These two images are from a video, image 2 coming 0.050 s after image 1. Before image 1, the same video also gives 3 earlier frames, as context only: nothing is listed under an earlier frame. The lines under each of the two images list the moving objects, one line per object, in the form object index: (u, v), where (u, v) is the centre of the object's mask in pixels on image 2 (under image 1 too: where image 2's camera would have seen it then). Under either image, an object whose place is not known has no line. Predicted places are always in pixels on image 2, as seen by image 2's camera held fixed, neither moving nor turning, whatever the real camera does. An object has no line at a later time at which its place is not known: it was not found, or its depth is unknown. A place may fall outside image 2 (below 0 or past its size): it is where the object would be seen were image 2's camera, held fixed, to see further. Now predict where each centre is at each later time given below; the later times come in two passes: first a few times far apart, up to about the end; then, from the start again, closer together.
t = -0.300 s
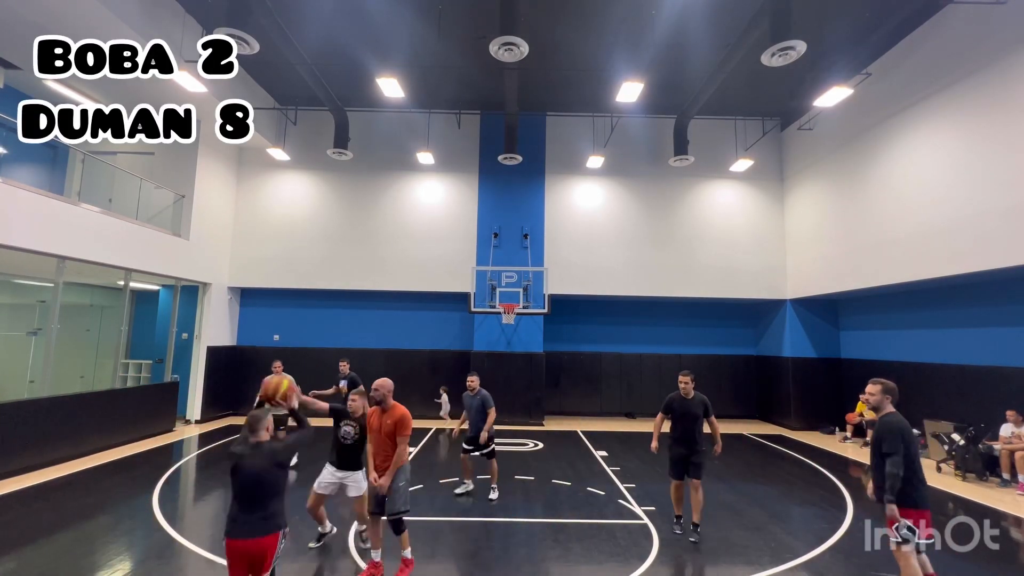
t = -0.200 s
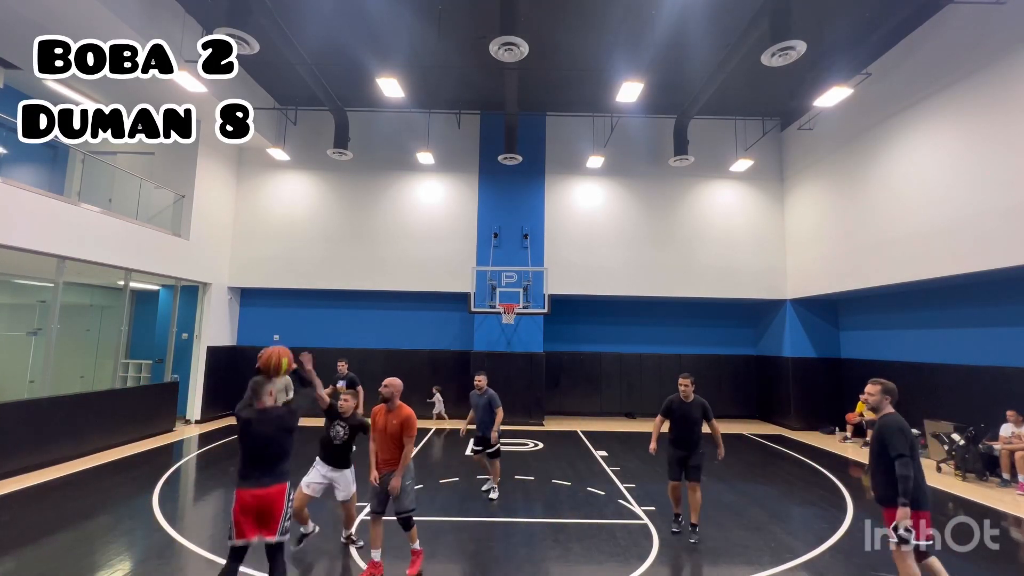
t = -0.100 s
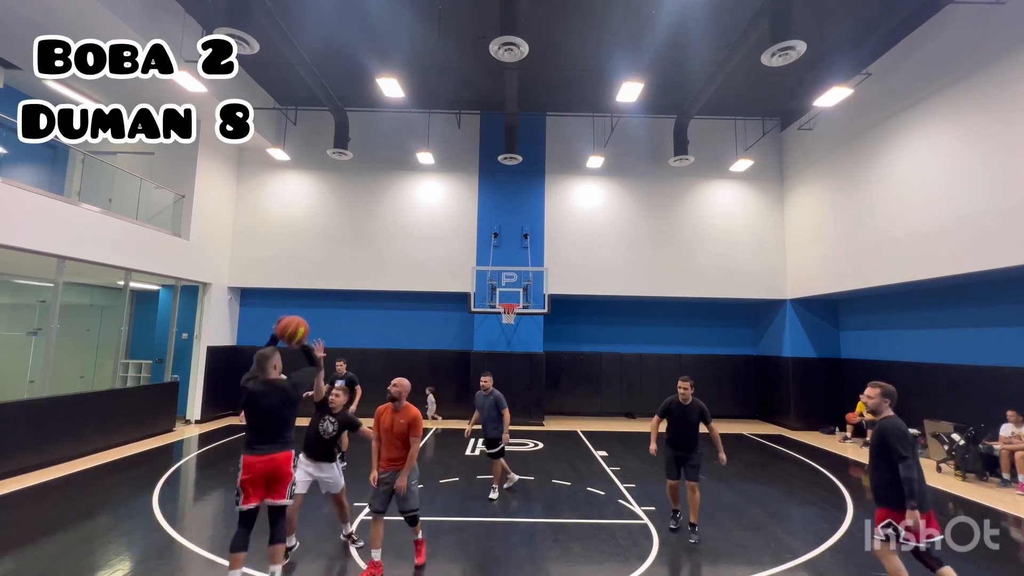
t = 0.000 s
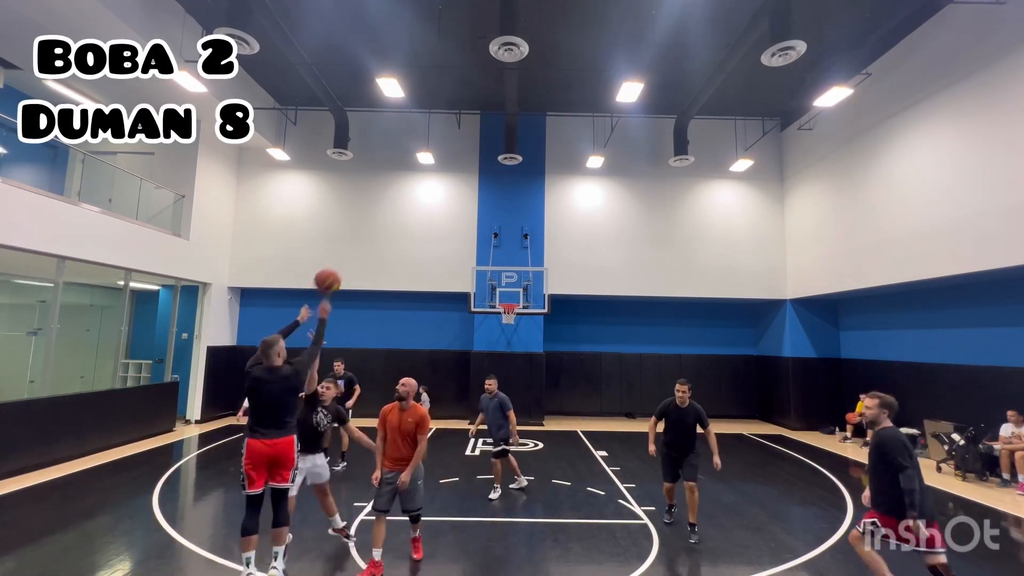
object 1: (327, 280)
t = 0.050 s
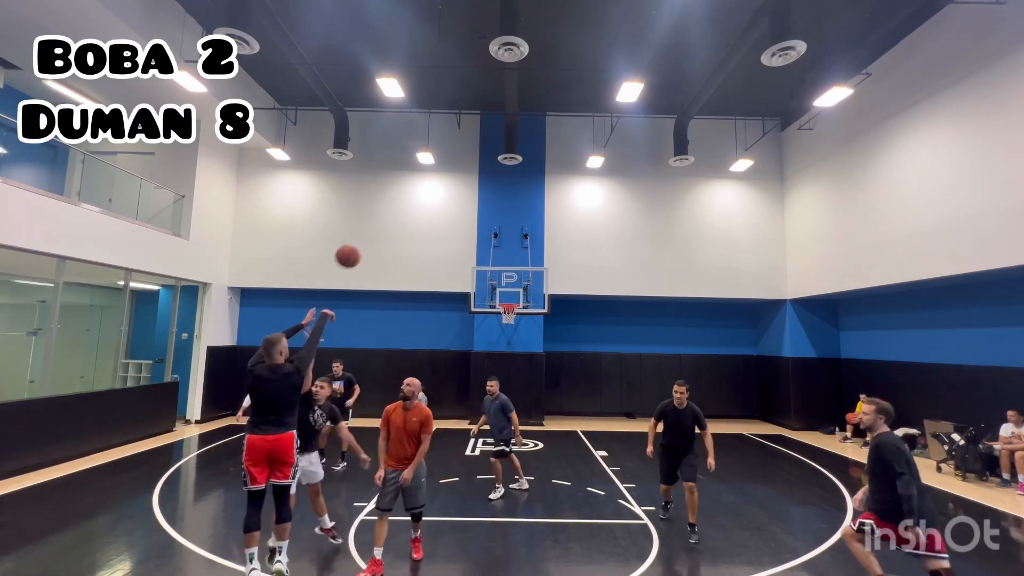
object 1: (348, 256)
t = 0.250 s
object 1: (406, 203)
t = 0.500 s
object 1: (450, 195)
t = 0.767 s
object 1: (479, 223)
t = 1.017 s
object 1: (498, 270)
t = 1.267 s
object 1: (510, 313)
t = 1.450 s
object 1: (513, 328)
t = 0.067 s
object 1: (354, 249)
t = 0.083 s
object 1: (359, 242)
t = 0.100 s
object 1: (366, 237)
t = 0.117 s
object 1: (370, 232)
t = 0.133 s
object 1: (376, 227)
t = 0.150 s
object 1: (381, 222)
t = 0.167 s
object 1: (385, 218)
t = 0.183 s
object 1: (389, 215)
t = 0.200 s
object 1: (394, 211)
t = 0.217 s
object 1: (398, 208)
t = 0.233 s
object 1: (402, 205)
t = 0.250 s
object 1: (406, 203)
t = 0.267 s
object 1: (410, 201)
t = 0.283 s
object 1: (413, 199)
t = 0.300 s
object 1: (417, 198)
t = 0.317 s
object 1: (420, 196)
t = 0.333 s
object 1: (423, 195)
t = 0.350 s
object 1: (426, 194)
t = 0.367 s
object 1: (429, 194)
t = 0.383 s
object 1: (432, 193)
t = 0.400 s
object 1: (435, 193)
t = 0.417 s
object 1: (438, 193)
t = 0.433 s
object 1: (440, 193)
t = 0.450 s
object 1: (443, 193)
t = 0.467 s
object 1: (446, 194)
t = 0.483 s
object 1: (448, 194)
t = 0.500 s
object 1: (450, 195)
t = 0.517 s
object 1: (452, 196)
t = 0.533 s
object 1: (455, 197)
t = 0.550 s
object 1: (457, 198)
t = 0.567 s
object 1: (459, 199)
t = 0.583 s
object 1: (461, 201)
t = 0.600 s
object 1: (463, 203)
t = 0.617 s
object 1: (465, 204)
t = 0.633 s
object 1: (467, 206)
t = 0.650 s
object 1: (468, 208)
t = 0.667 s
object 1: (470, 210)
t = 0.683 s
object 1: (471, 212)
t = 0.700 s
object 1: (473, 214)
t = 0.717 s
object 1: (474, 216)
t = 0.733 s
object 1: (477, 219)
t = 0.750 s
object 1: (478, 221)
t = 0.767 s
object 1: (479, 223)
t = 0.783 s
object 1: (481, 226)
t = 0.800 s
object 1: (483, 228)
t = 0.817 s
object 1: (484, 231)
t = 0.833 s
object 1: (485, 234)
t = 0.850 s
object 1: (487, 237)
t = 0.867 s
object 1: (488, 240)
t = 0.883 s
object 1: (489, 243)
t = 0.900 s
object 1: (490, 247)
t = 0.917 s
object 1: (492, 250)
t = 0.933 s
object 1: (493, 253)
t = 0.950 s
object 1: (494, 257)
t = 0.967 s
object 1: (495, 260)
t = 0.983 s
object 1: (496, 263)
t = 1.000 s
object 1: (497, 267)
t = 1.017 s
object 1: (498, 270)
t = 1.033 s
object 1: (499, 274)
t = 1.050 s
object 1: (500, 278)
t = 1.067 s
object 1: (501, 282)
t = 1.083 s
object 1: (502, 286)
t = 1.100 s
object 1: (503, 290)
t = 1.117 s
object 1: (503, 294)
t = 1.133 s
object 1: (505, 298)
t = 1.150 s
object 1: (505, 301)
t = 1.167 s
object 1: (506, 302)
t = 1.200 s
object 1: (509, 315)
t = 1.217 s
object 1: (508, 314)
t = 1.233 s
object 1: (509, 313)
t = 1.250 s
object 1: (509, 313)
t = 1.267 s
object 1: (510, 313)
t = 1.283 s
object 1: (510, 314)
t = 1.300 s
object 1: (510, 315)
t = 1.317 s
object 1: (510, 315)
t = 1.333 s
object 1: (511, 315)
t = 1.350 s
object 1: (511, 316)
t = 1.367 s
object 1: (511, 317)
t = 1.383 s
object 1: (512, 318)
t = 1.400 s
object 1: (512, 321)
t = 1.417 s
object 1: (513, 324)
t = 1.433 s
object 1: (513, 326)
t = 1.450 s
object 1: (513, 328)
